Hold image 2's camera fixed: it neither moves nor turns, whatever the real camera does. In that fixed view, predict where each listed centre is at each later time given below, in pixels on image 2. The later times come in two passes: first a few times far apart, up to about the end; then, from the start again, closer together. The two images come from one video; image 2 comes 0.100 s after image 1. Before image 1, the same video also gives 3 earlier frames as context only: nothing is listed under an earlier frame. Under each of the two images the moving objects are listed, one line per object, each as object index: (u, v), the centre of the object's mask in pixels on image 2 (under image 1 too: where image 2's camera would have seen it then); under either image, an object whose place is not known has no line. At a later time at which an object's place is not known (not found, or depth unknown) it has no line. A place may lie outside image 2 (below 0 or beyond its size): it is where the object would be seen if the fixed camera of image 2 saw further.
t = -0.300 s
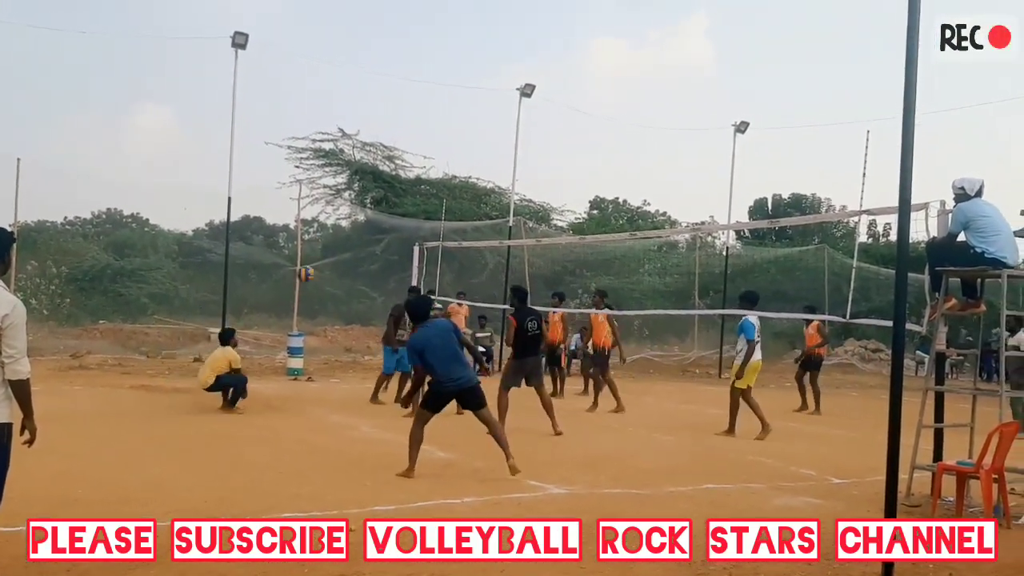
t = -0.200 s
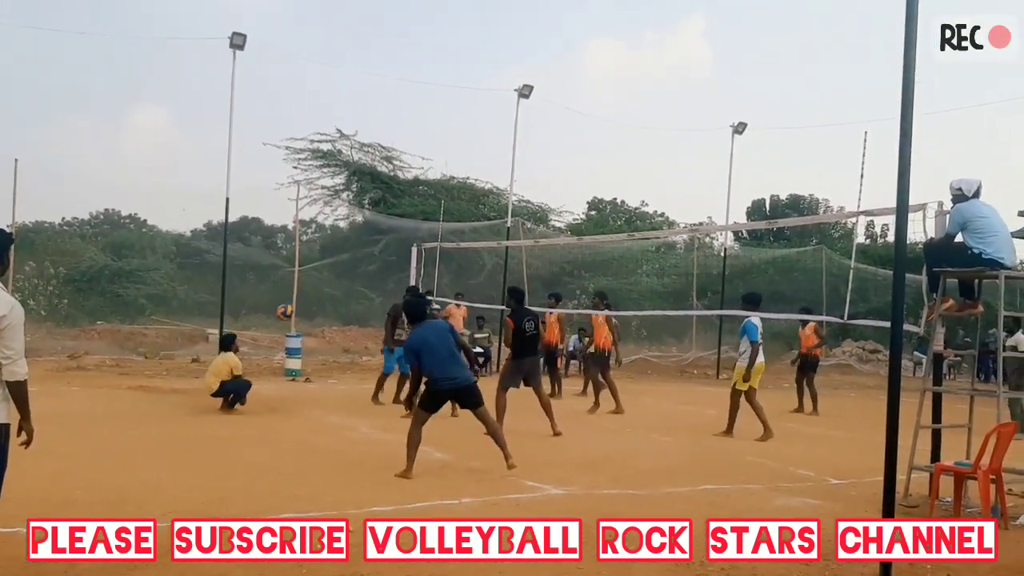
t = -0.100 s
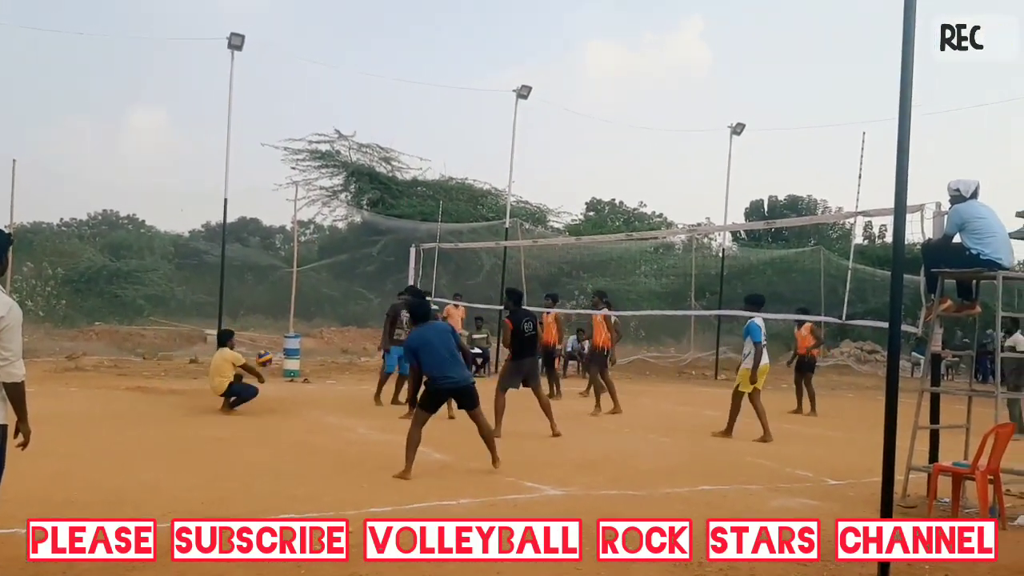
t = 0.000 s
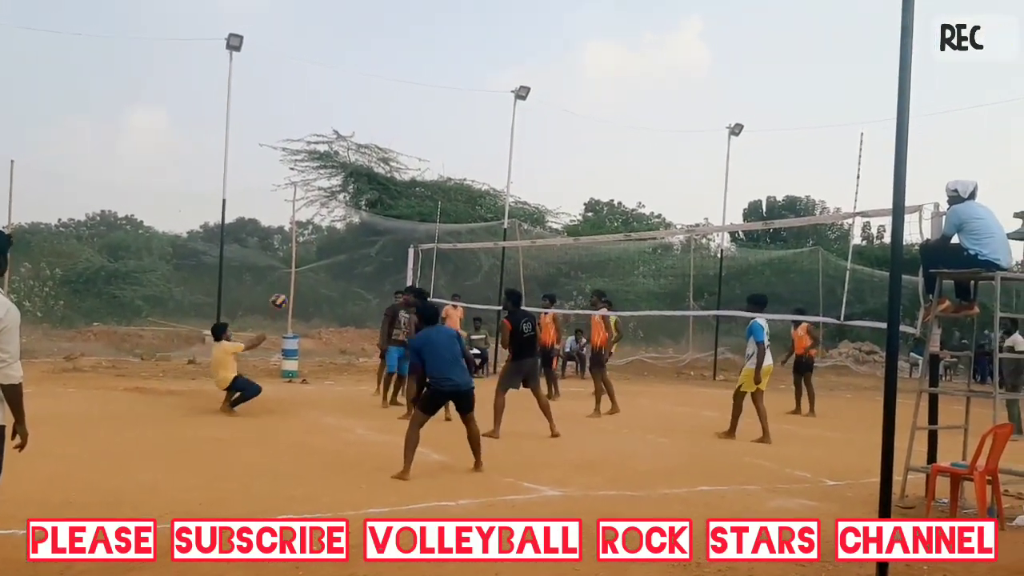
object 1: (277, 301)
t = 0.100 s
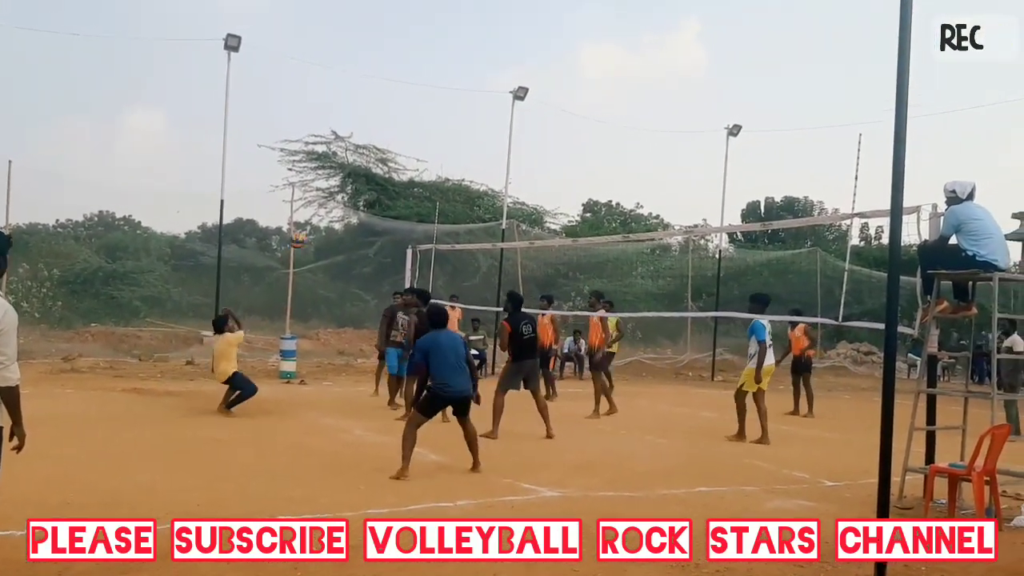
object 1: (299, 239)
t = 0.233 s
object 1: (320, 171)
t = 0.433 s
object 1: (353, 96)
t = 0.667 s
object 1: (387, 51)
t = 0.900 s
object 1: (418, 45)
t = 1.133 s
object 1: (443, 76)
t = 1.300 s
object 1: (459, 119)
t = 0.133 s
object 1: (303, 222)
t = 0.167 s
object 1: (309, 204)
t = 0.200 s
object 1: (315, 187)
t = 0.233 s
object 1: (320, 171)
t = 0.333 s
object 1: (337, 130)
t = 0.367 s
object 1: (343, 118)
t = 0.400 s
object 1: (348, 107)
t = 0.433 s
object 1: (353, 96)
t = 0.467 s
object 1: (358, 87)
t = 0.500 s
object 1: (363, 79)
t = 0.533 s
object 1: (369, 72)
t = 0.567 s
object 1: (373, 66)
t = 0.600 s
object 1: (378, 60)
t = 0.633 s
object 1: (383, 55)
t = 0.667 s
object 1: (387, 51)
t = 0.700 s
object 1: (392, 48)
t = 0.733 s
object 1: (397, 45)
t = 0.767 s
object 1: (401, 44)
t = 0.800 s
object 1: (405, 43)
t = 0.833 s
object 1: (410, 43)
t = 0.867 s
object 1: (414, 44)
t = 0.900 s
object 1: (418, 45)
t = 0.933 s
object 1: (422, 47)
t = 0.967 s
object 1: (426, 51)
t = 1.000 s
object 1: (429, 54)
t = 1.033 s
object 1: (433, 59)
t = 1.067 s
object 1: (437, 64)
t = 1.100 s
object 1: (440, 70)
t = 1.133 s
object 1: (443, 76)
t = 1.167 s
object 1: (447, 83)
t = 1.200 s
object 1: (450, 91)
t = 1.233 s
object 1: (453, 100)
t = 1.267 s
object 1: (457, 109)
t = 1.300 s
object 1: (459, 119)
